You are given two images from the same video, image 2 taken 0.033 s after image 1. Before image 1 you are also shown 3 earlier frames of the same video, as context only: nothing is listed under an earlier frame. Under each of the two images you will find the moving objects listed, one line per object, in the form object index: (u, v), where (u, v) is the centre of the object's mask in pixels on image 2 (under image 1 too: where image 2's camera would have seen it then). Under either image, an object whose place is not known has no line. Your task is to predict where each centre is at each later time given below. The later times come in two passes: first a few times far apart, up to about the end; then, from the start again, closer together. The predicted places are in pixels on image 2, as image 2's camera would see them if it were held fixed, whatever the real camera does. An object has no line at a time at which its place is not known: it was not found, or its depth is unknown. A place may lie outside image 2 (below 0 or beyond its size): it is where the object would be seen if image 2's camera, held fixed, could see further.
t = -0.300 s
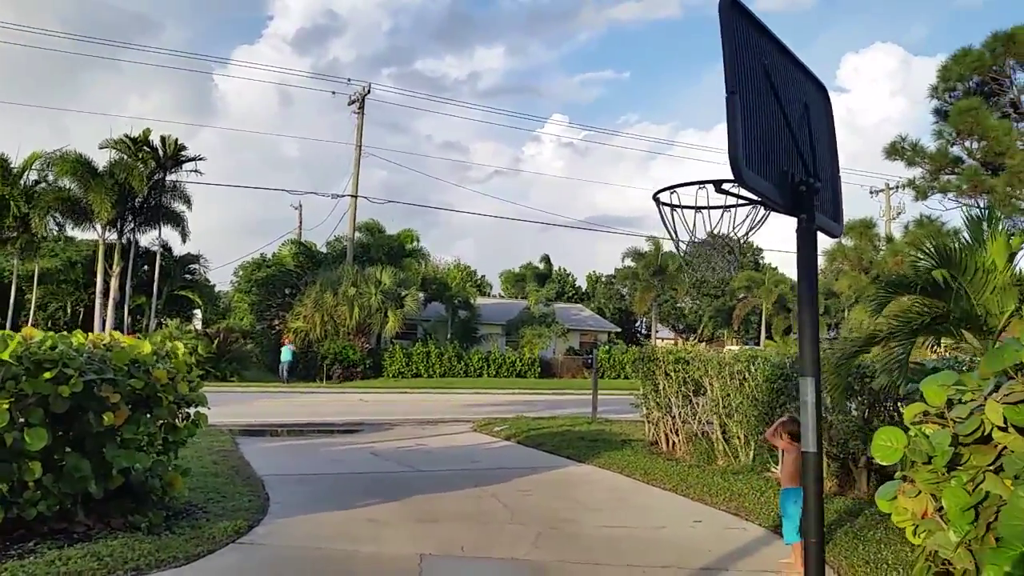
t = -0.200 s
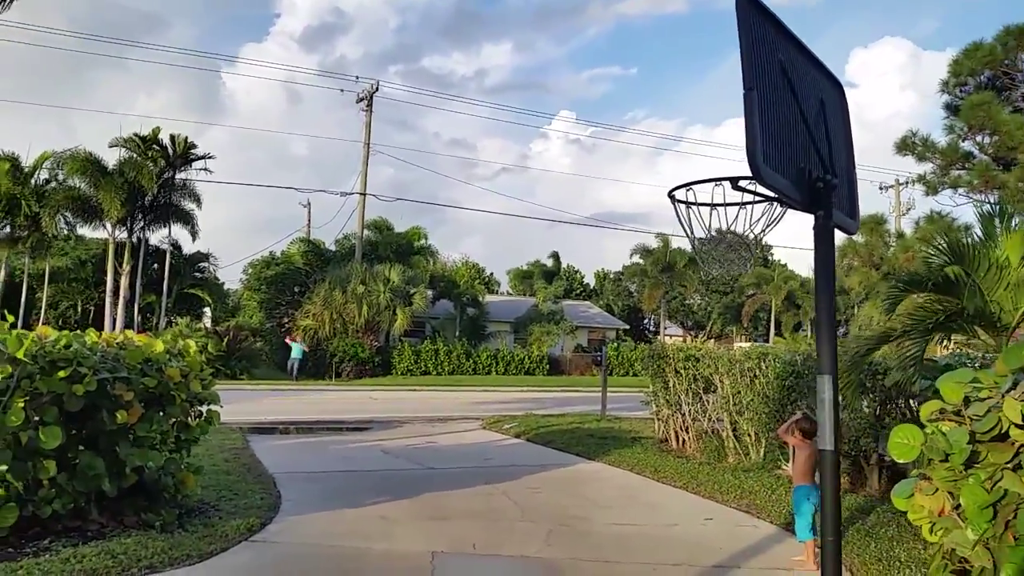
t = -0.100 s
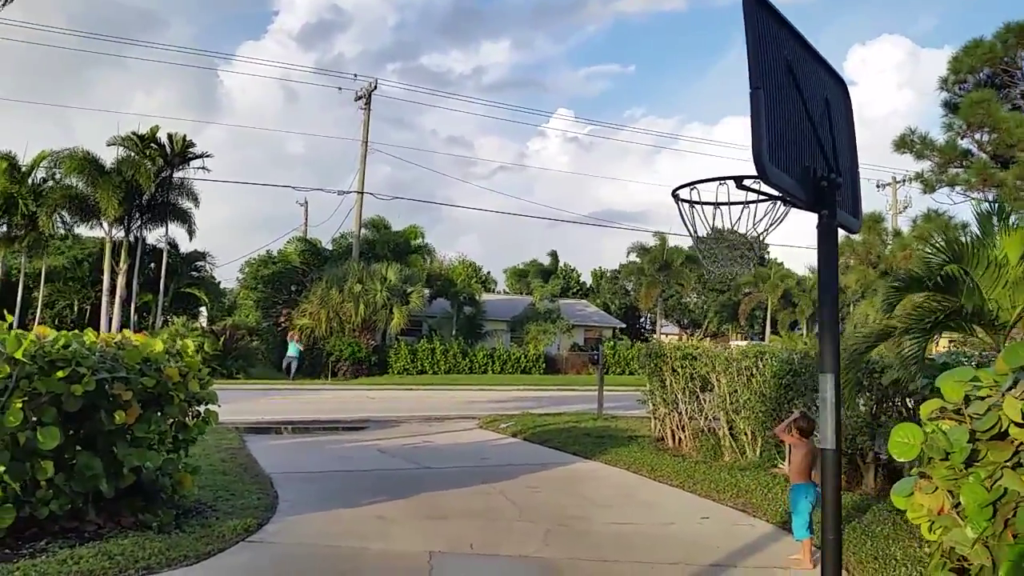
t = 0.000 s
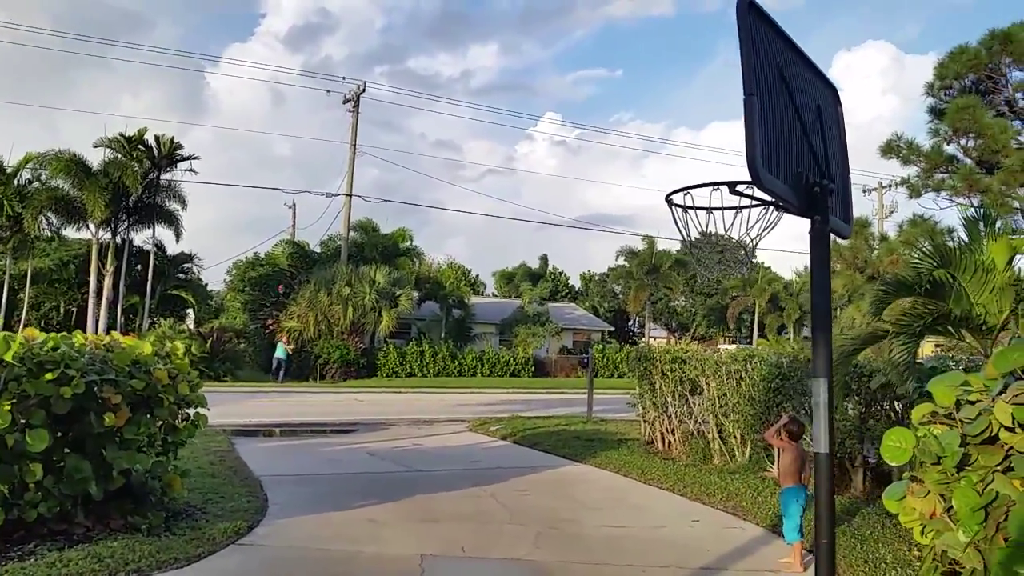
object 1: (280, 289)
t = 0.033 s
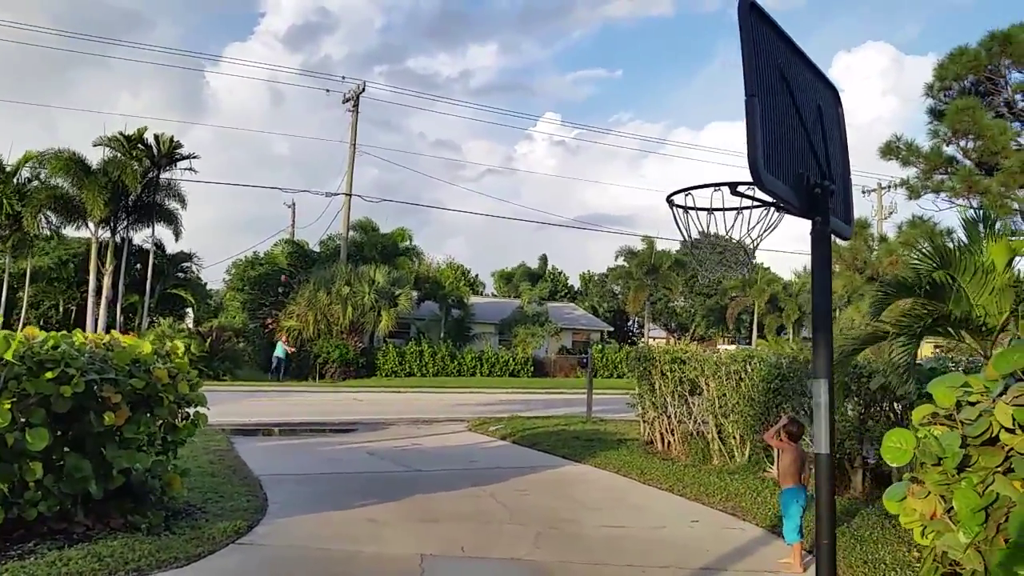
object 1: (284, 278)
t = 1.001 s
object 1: (385, 47)
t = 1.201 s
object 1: (416, 10)
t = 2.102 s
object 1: (713, 222)
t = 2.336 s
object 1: (687, 231)
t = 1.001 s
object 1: (385, 47)
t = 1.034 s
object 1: (390, 40)
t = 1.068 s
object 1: (394, 34)
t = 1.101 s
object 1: (399, 28)
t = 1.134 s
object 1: (405, 22)
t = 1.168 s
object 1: (410, 16)
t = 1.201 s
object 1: (416, 10)
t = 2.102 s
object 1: (713, 222)
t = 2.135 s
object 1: (688, 226)
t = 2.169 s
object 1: (671, 214)
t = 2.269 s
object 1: (673, 218)
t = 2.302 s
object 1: (679, 226)
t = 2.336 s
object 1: (687, 231)
